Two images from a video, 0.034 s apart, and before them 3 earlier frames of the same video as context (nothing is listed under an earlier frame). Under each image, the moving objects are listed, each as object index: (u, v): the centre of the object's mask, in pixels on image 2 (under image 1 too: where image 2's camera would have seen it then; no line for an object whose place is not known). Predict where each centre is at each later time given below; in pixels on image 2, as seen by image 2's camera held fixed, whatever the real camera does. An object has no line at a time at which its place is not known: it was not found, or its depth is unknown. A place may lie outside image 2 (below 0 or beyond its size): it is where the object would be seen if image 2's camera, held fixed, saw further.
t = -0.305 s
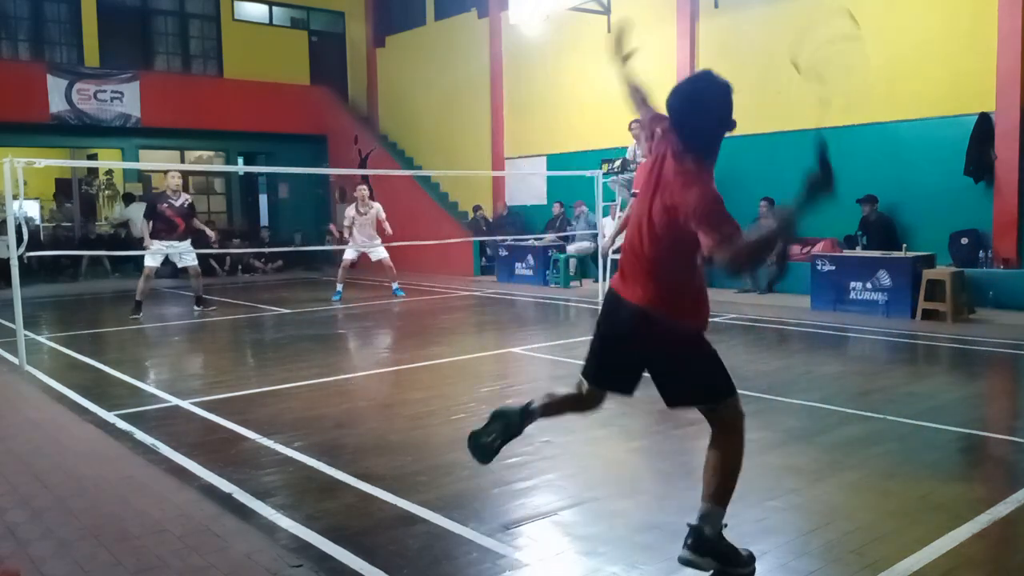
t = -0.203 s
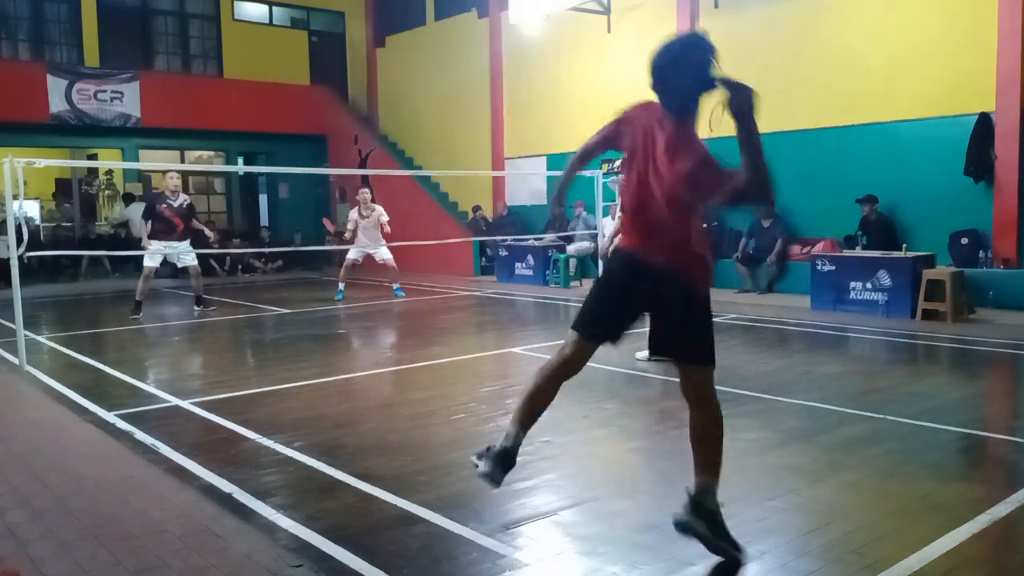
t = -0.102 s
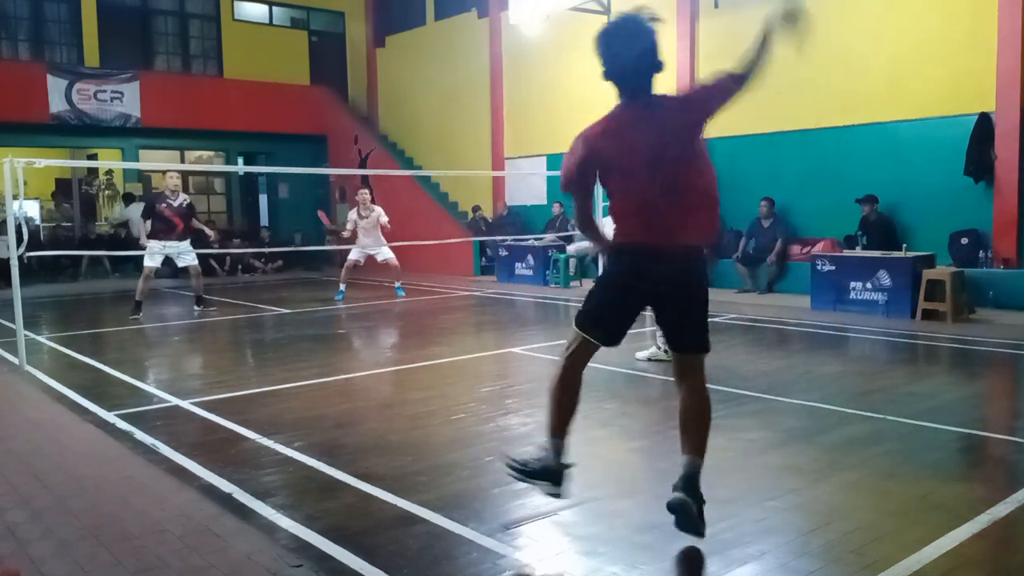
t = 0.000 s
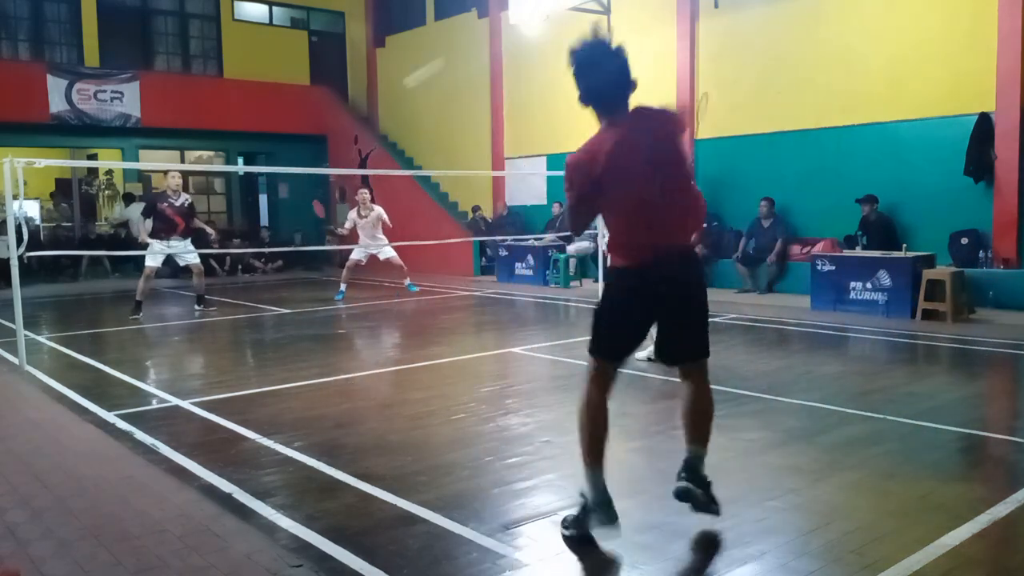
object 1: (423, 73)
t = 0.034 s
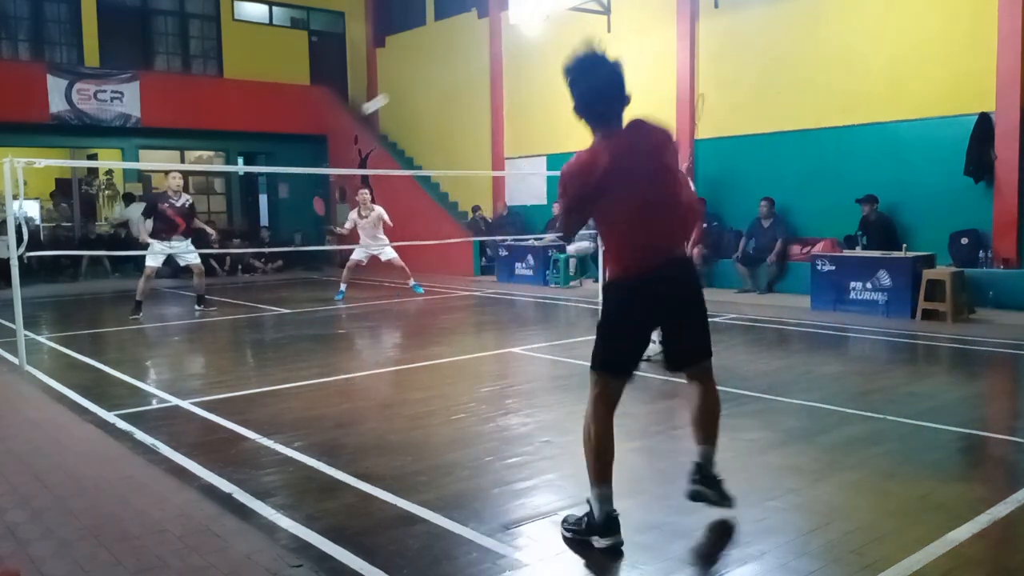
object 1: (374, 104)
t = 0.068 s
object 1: (346, 122)
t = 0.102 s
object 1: (327, 135)
